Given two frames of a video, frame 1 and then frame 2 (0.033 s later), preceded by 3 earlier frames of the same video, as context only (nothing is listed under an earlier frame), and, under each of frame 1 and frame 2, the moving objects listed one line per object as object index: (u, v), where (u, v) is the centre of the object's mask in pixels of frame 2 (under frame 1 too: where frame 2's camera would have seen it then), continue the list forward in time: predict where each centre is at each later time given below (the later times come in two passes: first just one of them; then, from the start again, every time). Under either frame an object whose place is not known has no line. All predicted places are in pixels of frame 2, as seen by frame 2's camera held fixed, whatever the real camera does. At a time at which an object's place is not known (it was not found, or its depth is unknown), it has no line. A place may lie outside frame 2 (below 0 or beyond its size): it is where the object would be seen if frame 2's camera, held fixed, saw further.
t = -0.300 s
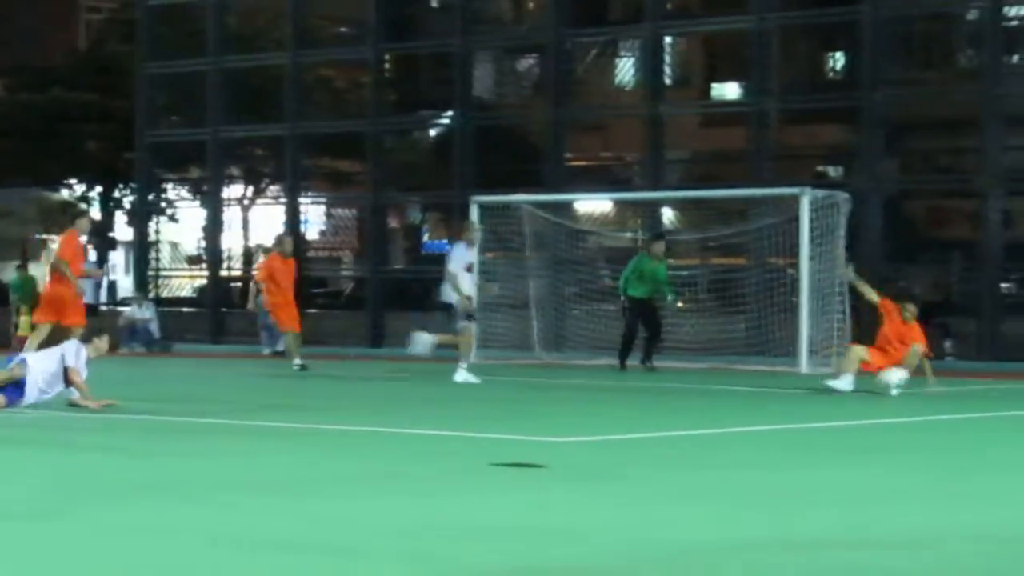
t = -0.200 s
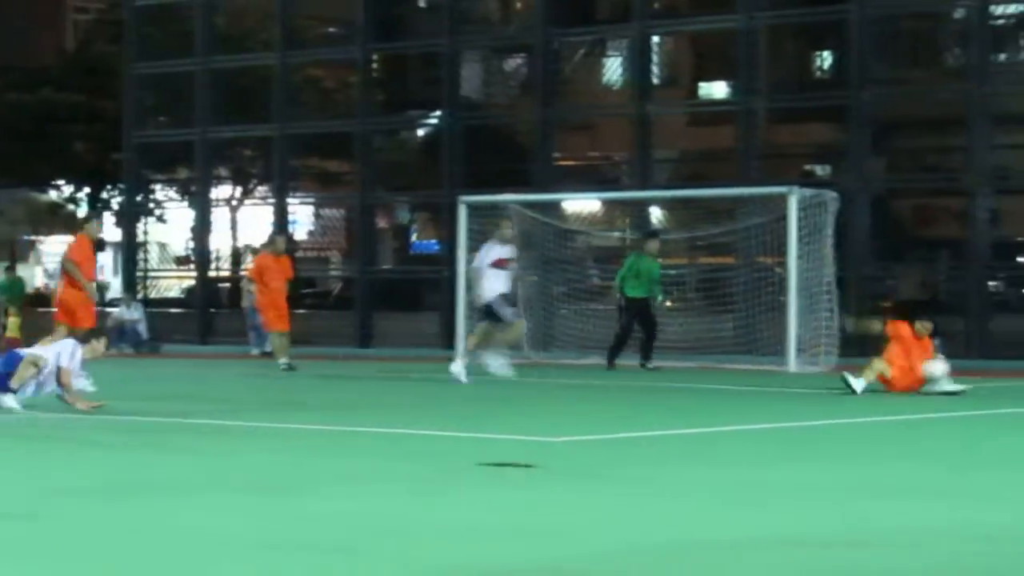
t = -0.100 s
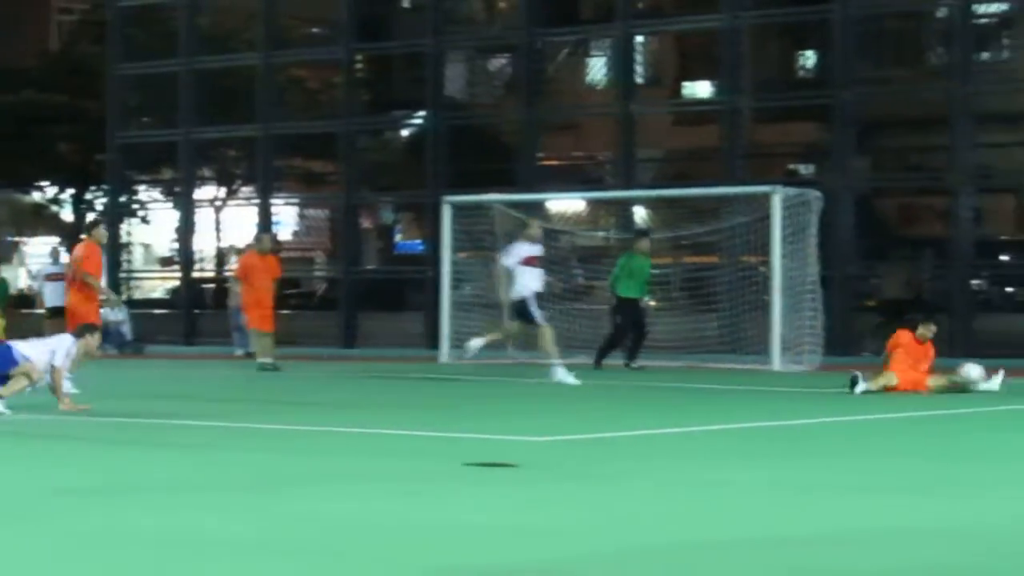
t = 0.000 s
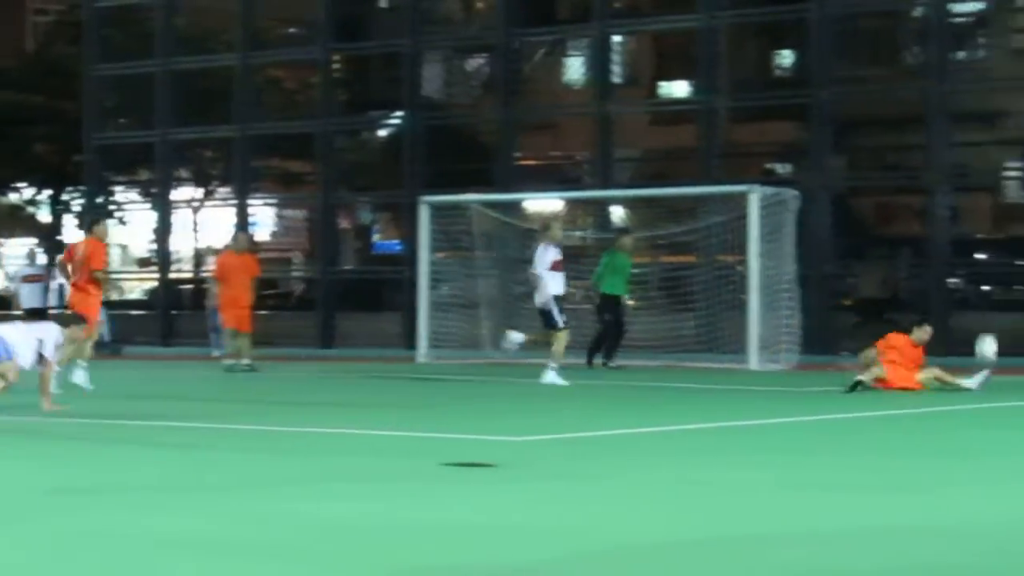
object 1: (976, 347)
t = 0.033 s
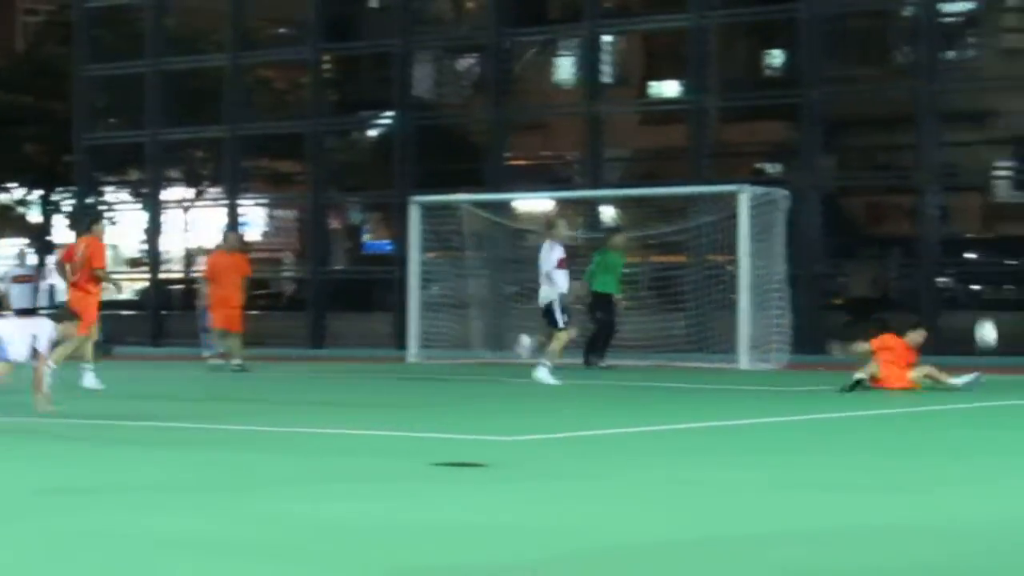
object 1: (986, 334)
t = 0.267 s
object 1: (1057, 271)
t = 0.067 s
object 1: (996, 321)
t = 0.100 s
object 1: (1006, 309)
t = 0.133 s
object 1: (1016, 300)
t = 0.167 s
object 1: (1026, 291)
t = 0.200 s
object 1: (1036, 283)
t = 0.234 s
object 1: (1047, 276)
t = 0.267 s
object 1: (1057, 271)
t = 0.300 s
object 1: (1067, 266)
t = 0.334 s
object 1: (1078, 263)
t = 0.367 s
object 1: (1088, 261)
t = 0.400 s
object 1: (1098, 260)
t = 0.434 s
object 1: (1108, 260)
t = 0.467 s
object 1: (1118, 262)
